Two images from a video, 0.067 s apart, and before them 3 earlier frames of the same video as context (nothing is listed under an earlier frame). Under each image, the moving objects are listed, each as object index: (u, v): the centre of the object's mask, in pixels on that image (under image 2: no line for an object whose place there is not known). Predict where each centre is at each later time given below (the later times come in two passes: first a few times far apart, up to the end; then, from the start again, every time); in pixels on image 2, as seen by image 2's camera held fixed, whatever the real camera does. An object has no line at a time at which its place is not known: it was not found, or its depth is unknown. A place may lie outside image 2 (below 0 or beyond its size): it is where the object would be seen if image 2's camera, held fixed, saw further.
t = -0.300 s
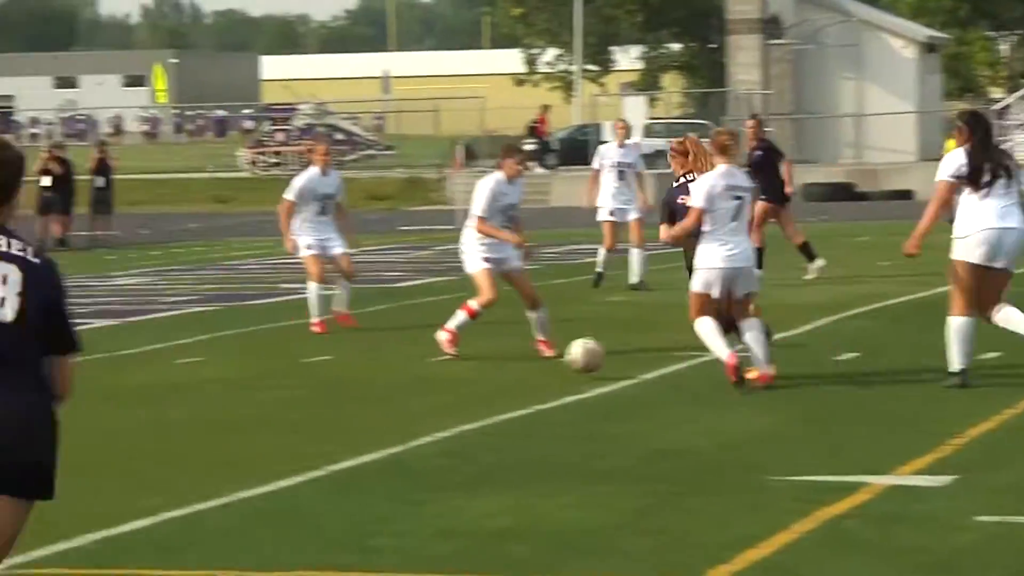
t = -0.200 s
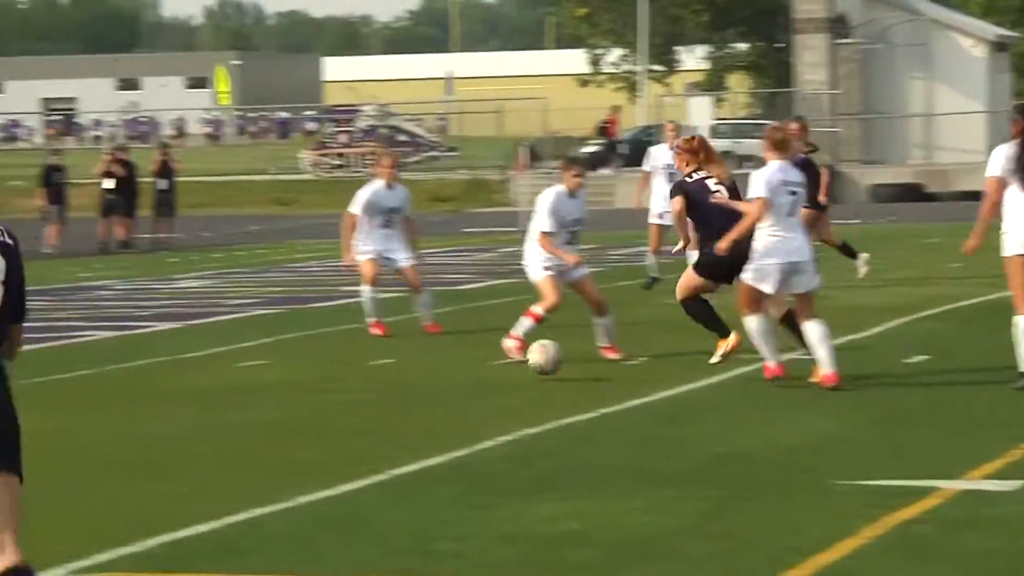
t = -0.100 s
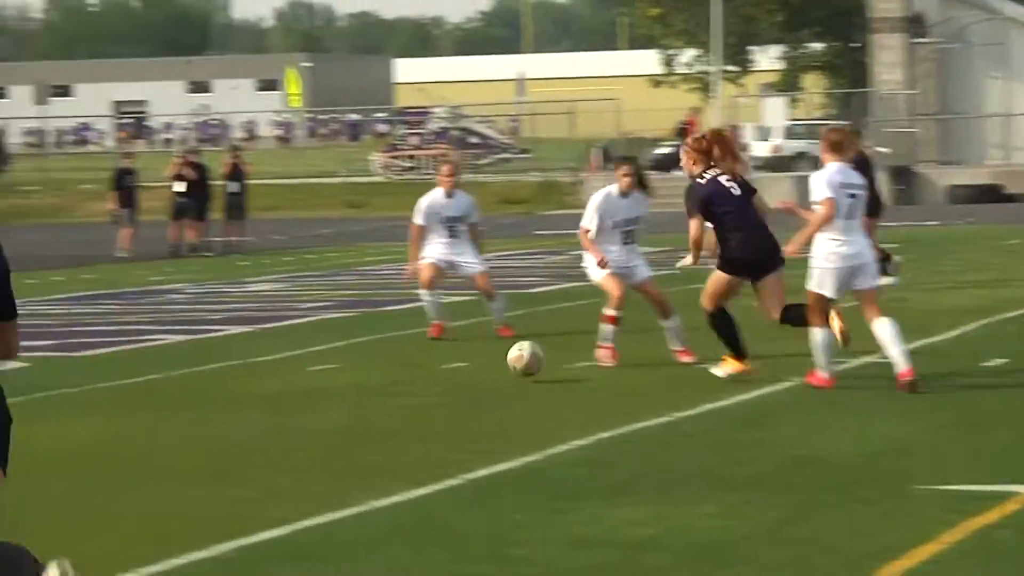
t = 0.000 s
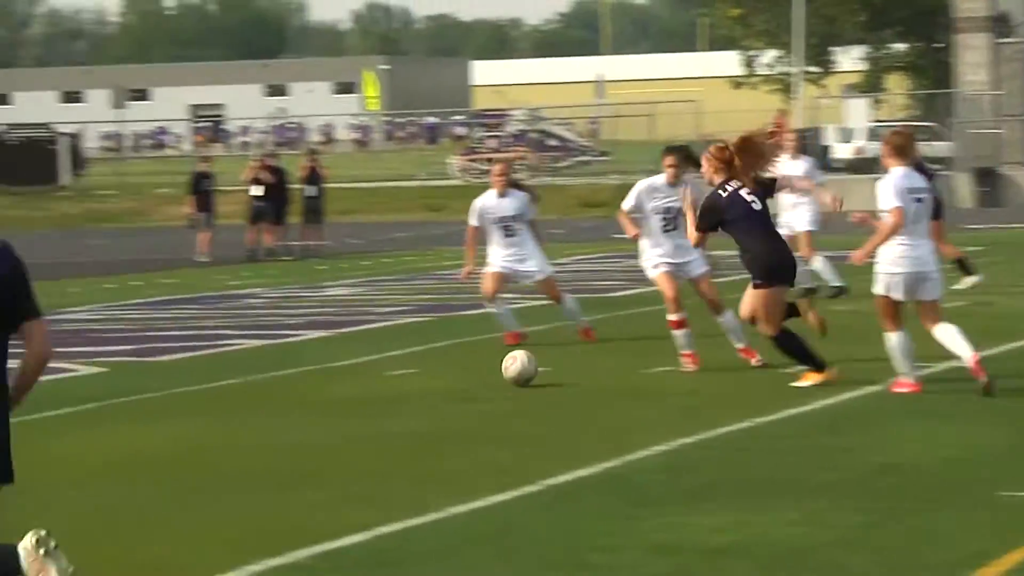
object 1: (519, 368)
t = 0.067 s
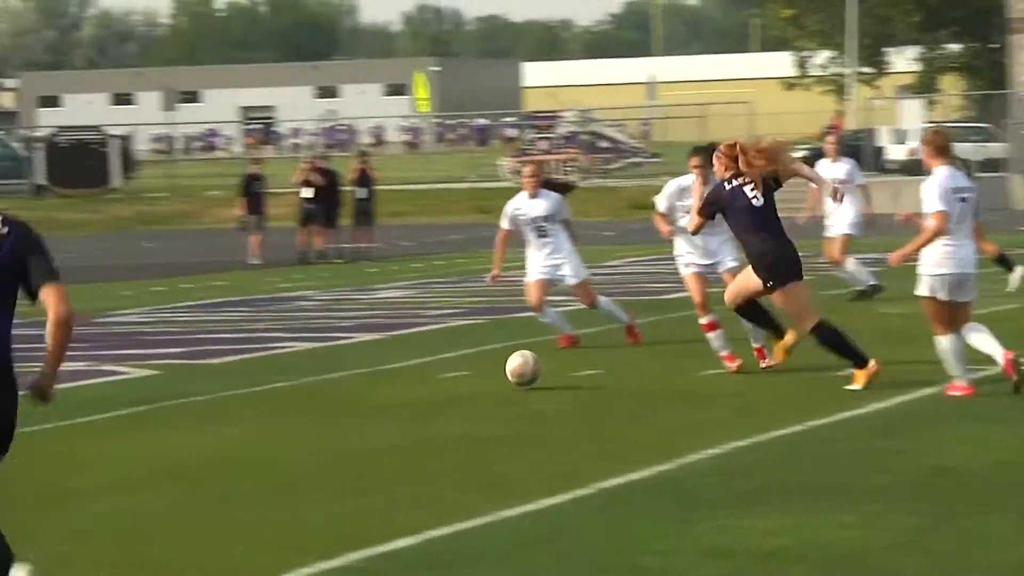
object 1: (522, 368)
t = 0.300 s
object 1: (368, 373)
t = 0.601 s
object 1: (184, 377)
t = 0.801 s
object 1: (67, 380)
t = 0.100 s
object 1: (500, 369)
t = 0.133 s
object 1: (477, 372)
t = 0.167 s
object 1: (455, 370)
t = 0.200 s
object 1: (433, 369)
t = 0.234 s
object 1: (411, 369)
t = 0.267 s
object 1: (390, 370)
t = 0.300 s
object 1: (368, 373)
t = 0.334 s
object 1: (347, 373)
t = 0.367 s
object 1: (326, 372)
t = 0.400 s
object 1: (306, 373)
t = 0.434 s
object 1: (286, 375)
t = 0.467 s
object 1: (264, 376)
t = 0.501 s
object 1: (244, 376)
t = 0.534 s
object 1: (224, 378)
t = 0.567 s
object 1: (204, 379)
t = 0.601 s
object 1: (184, 377)
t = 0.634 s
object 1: (163, 378)
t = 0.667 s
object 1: (144, 380)
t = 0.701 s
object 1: (124, 379)
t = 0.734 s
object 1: (105, 378)
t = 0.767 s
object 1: (86, 379)
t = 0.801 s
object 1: (67, 380)
